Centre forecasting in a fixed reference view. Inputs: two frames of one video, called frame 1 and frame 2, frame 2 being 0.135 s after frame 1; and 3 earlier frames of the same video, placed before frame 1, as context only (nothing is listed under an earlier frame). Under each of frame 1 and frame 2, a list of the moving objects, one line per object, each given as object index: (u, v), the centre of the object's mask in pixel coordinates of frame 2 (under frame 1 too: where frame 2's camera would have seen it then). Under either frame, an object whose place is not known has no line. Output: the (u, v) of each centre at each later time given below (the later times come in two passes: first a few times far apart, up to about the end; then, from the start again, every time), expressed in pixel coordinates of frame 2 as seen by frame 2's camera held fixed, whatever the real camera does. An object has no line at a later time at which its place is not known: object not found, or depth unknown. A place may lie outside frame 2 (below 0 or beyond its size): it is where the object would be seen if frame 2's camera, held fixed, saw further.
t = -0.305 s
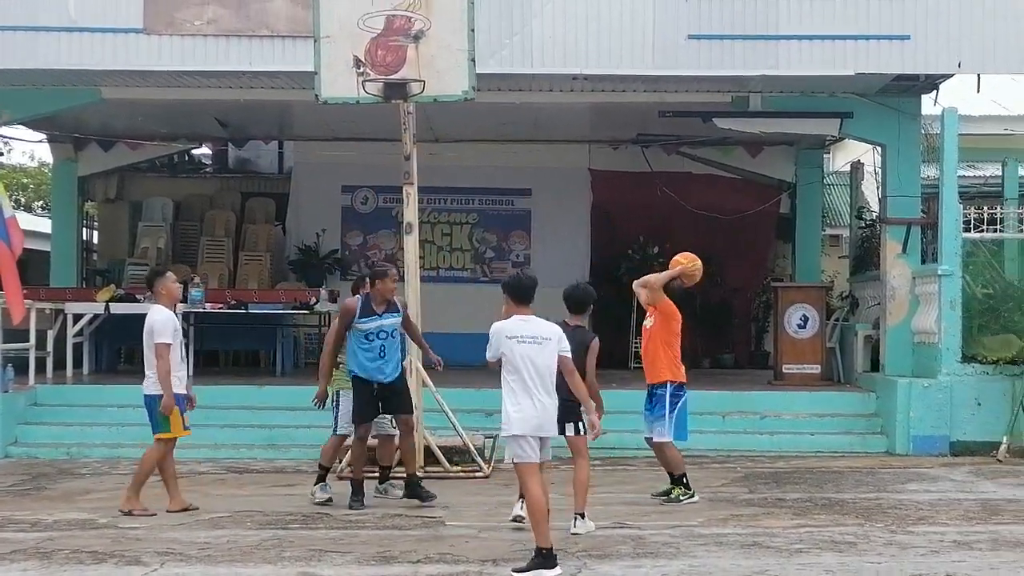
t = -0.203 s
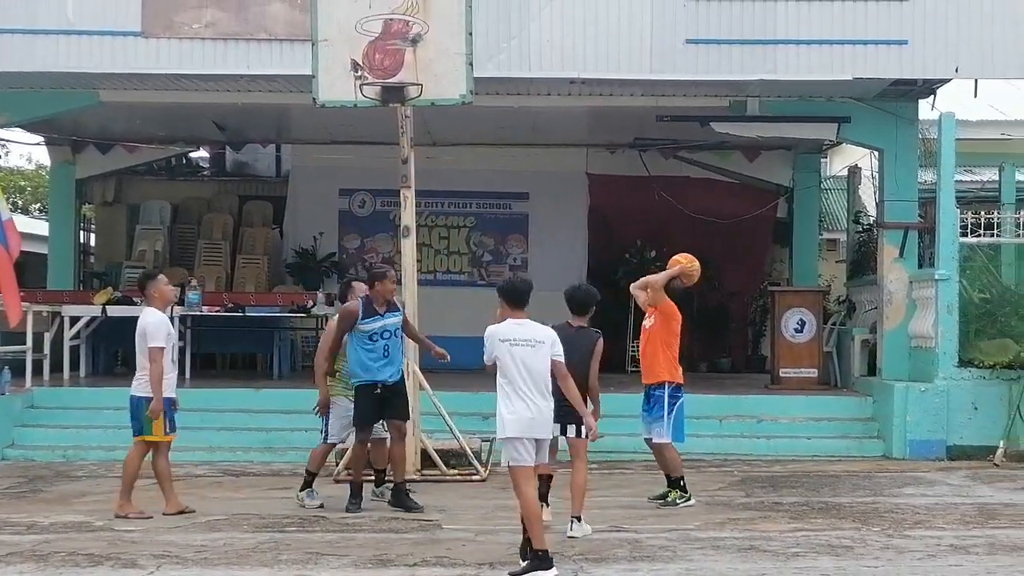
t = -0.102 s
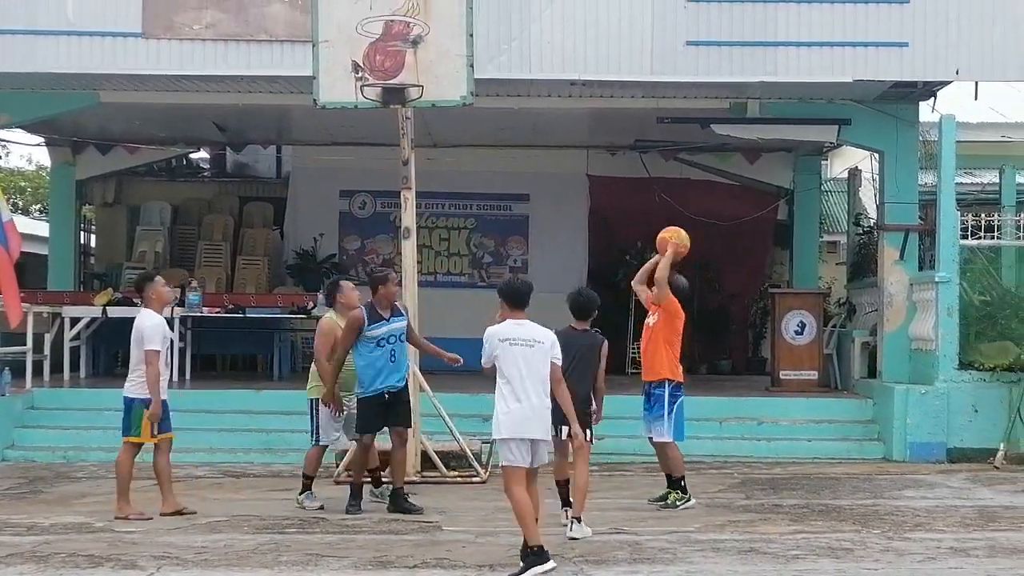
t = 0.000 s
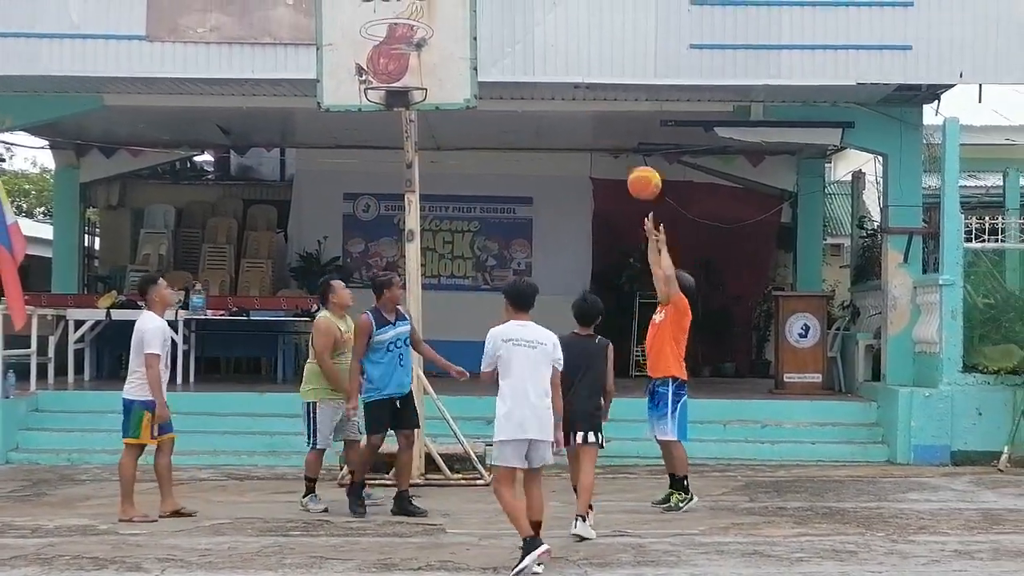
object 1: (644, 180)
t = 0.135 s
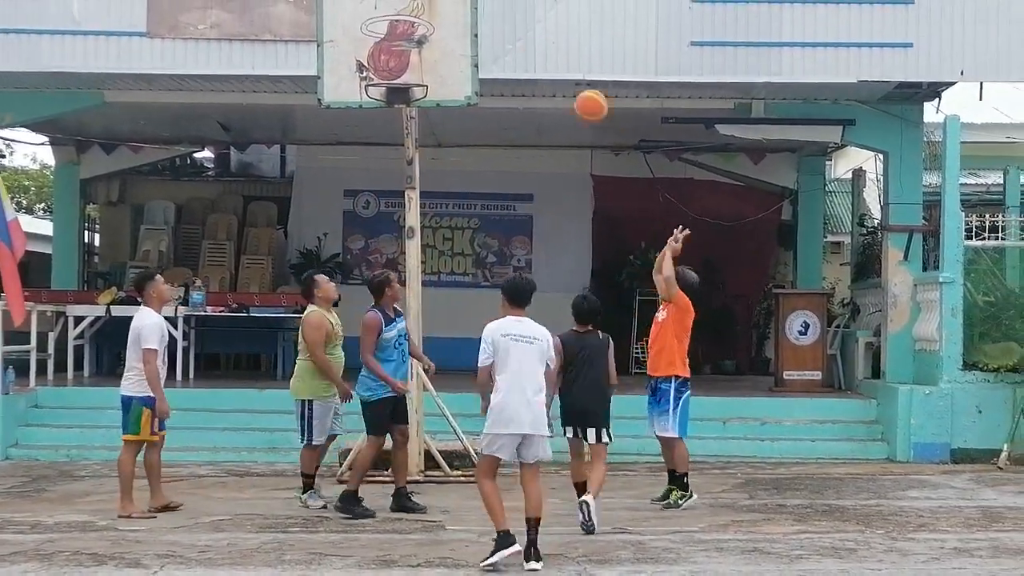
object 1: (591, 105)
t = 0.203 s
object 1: (564, 79)
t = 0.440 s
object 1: (469, 33)
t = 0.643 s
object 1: (391, 52)
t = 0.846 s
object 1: (353, 48)
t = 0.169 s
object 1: (577, 91)
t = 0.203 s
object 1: (564, 79)
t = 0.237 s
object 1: (550, 68)
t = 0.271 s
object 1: (536, 59)
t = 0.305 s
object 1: (523, 50)
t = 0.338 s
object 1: (510, 44)
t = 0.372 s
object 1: (497, 38)
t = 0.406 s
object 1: (483, 35)
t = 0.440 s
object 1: (469, 33)
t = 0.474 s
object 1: (455, 33)
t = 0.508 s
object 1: (443, 34)
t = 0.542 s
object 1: (430, 36)
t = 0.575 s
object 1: (417, 41)
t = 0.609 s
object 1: (405, 44)
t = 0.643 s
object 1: (391, 52)
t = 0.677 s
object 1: (378, 61)
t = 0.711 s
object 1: (366, 69)
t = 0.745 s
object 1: (363, 62)
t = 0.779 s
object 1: (360, 56)
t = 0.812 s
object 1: (356, 52)
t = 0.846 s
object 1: (353, 48)
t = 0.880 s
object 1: (349, 46)
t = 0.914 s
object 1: (345, 45)
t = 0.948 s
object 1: (342, 46)
